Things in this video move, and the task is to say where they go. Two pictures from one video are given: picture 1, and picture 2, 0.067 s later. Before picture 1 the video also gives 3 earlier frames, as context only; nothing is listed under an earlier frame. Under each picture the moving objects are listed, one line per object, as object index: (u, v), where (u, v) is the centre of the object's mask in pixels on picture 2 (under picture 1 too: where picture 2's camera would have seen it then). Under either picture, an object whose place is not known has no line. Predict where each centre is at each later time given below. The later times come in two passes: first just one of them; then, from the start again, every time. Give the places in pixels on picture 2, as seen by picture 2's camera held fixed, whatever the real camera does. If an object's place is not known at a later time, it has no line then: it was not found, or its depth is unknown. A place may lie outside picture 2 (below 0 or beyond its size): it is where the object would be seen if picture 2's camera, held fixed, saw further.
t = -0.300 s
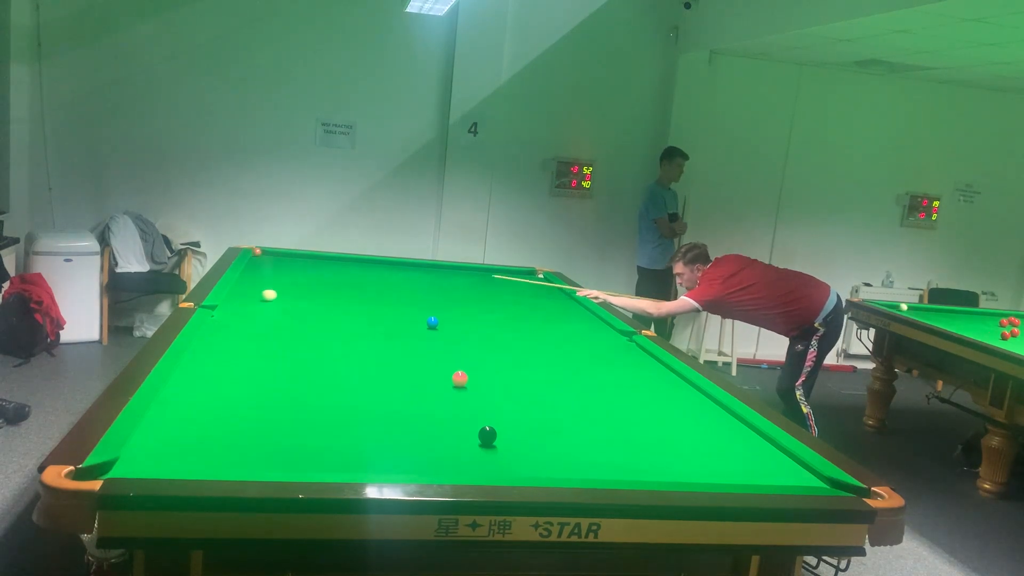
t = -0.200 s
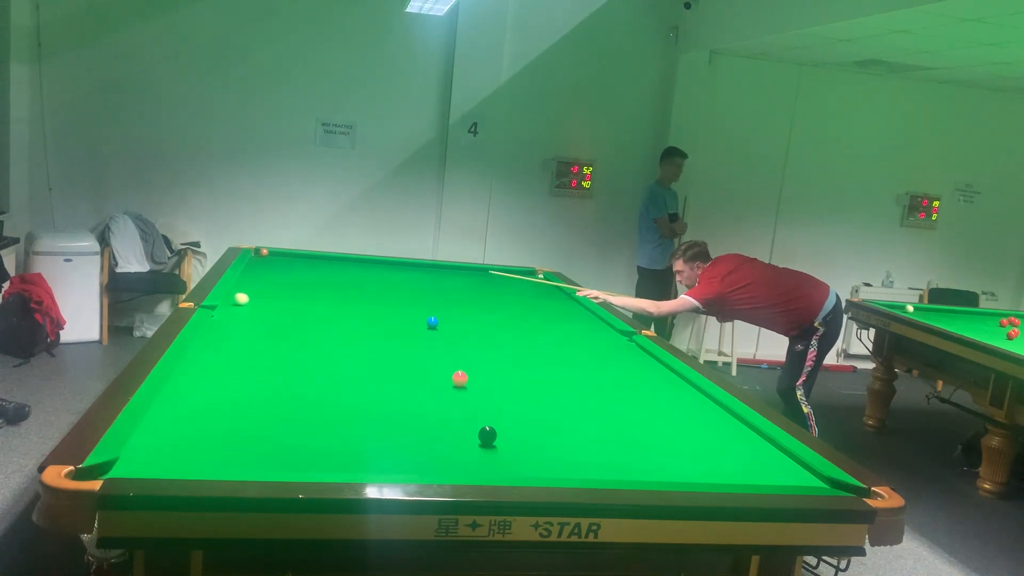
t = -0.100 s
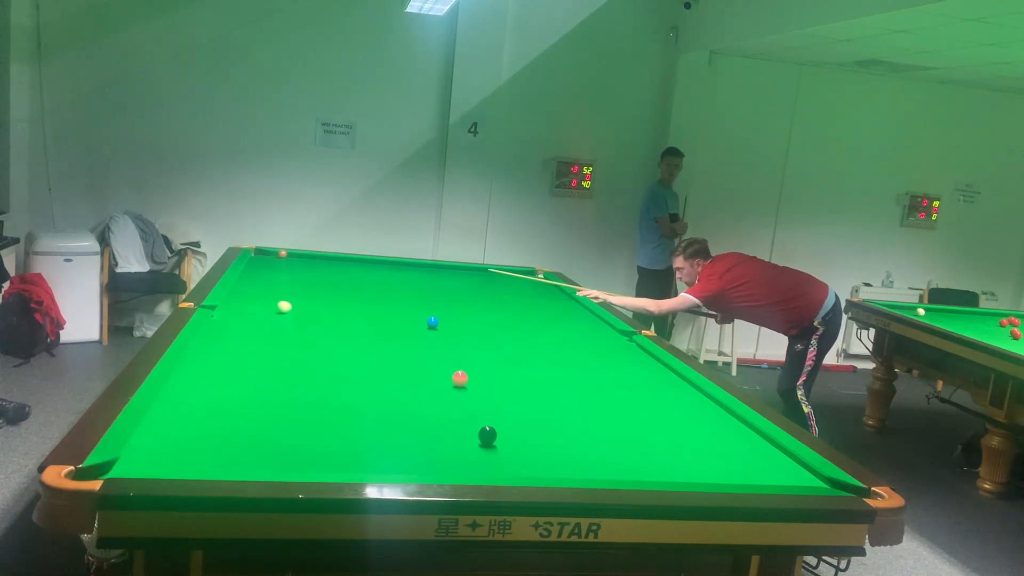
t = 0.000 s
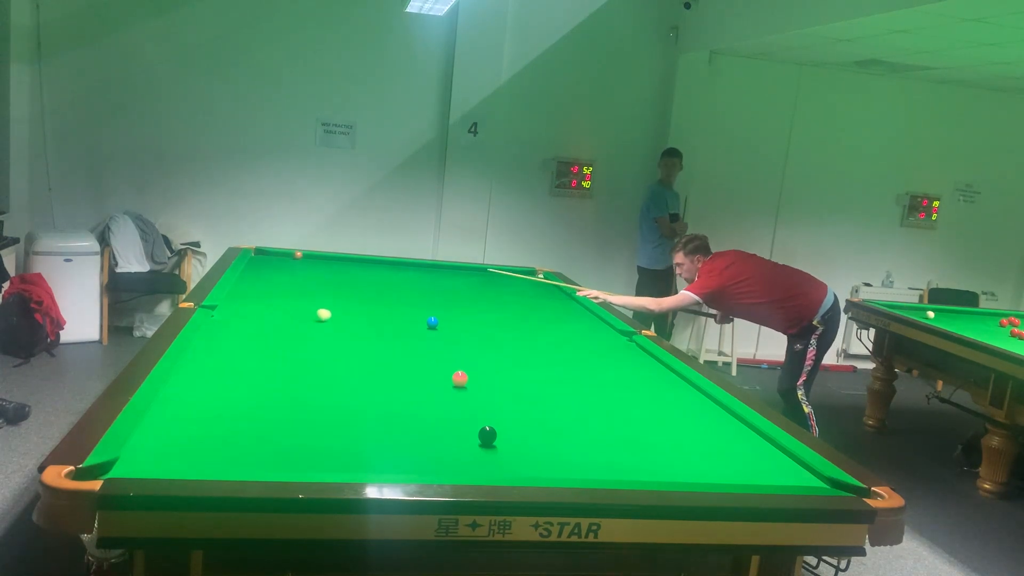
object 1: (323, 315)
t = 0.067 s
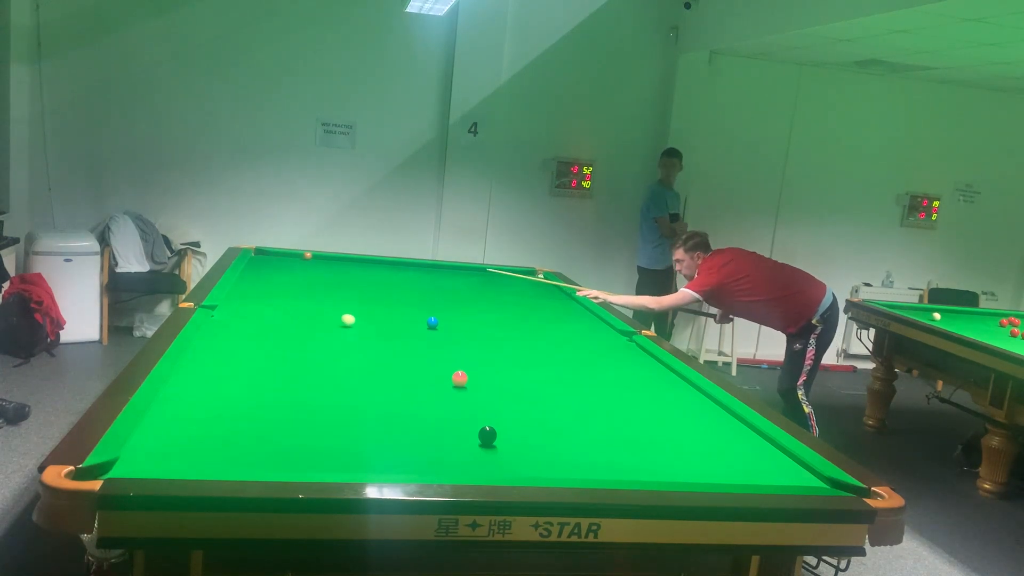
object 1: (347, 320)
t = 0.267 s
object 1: (415, 336)
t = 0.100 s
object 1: (359, 323)
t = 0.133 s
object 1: (370, 326)
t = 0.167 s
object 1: (381, 328)
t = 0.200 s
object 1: (393, 331)
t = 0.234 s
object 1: (404, 334)
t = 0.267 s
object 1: (415, 336)
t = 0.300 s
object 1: (427, 339)
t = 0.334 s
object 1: (439, 342)
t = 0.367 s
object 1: (451, 345)
